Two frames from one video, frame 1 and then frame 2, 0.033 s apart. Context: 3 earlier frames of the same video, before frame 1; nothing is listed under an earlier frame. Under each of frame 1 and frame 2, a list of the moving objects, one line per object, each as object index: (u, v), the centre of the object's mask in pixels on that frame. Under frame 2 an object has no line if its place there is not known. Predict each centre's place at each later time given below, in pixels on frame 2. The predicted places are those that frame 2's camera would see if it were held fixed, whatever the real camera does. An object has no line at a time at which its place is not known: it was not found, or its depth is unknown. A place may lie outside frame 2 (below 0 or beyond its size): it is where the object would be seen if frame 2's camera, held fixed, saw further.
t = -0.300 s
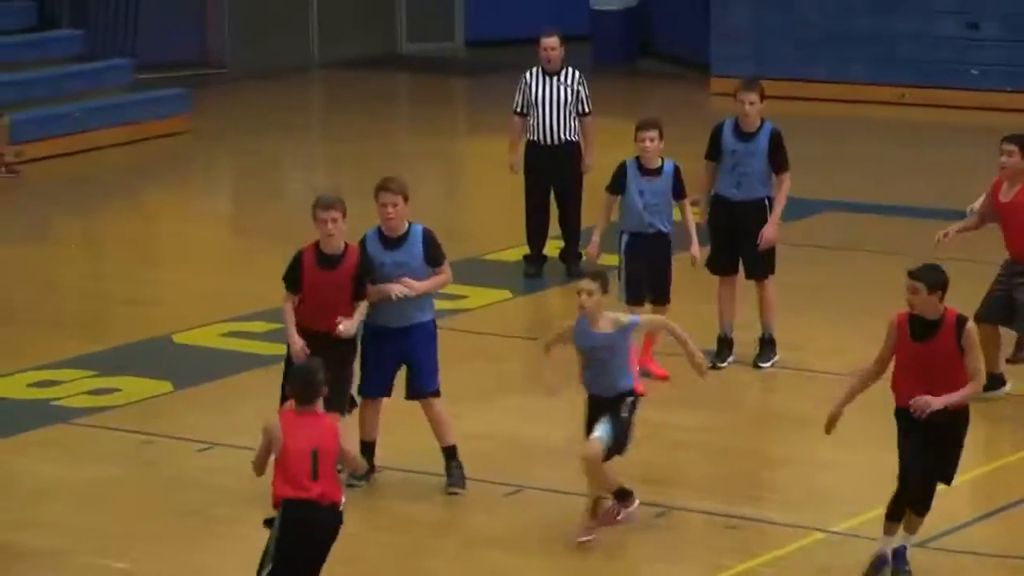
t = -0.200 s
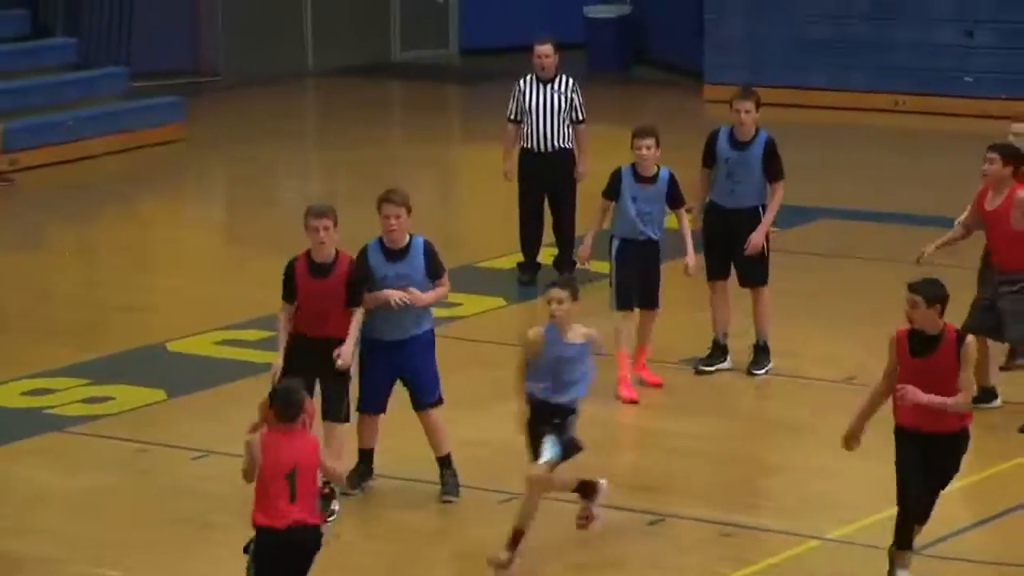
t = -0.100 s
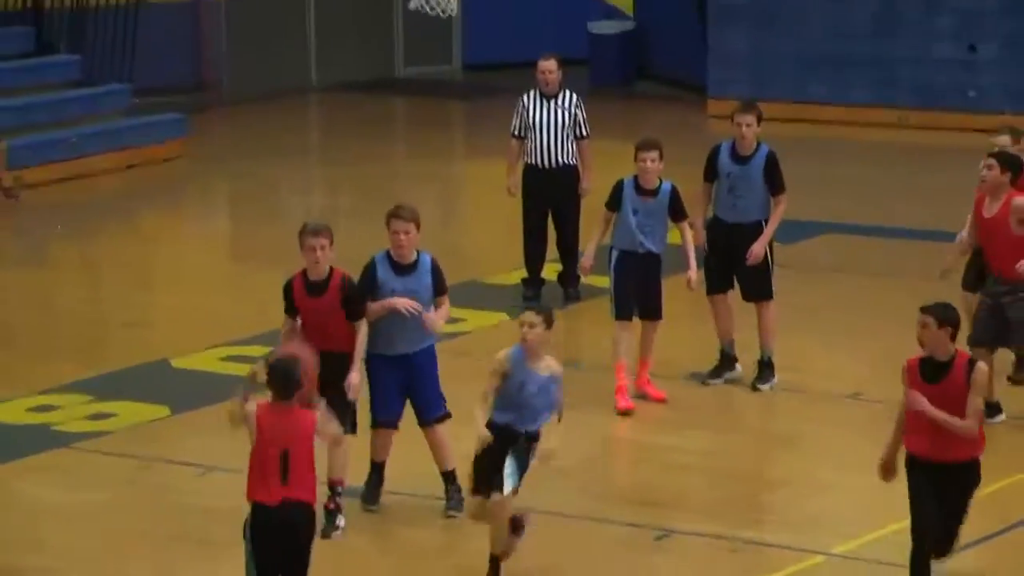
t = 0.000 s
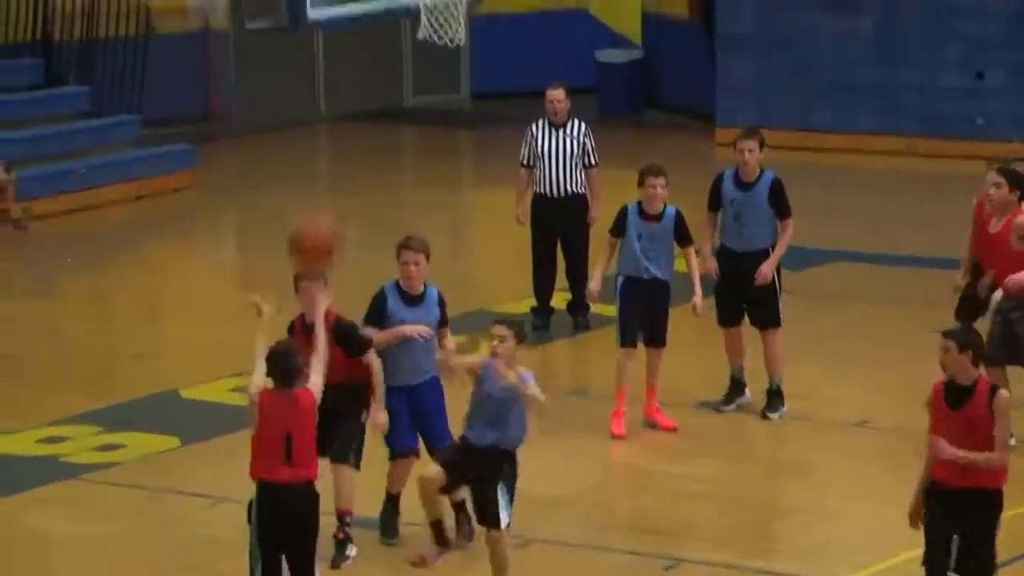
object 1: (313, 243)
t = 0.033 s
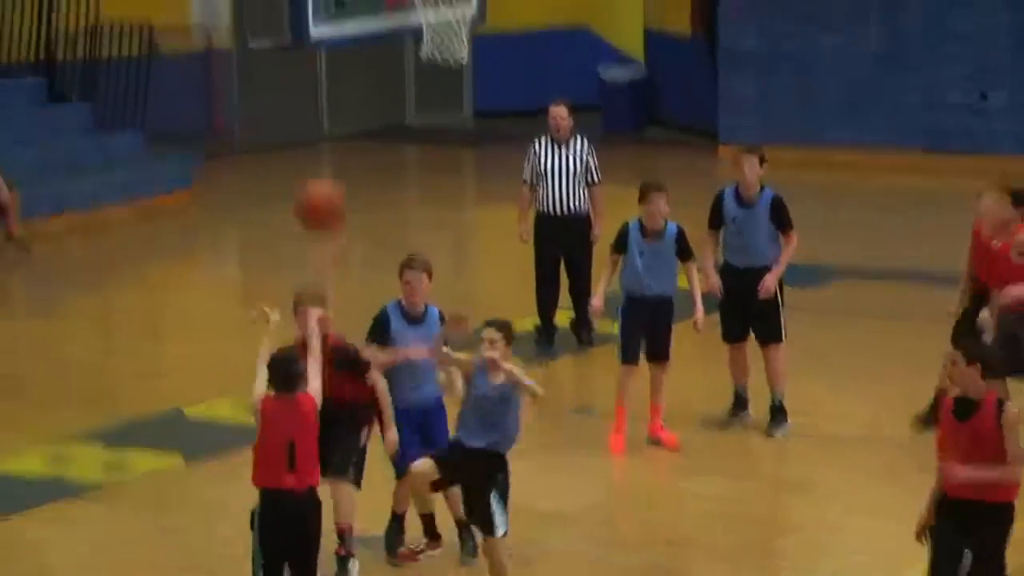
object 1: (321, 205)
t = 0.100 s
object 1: (329, 103)
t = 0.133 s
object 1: (336, 59)
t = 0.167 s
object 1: (340, 14)
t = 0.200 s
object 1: (342, -26)
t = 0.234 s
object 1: (346, -64)
